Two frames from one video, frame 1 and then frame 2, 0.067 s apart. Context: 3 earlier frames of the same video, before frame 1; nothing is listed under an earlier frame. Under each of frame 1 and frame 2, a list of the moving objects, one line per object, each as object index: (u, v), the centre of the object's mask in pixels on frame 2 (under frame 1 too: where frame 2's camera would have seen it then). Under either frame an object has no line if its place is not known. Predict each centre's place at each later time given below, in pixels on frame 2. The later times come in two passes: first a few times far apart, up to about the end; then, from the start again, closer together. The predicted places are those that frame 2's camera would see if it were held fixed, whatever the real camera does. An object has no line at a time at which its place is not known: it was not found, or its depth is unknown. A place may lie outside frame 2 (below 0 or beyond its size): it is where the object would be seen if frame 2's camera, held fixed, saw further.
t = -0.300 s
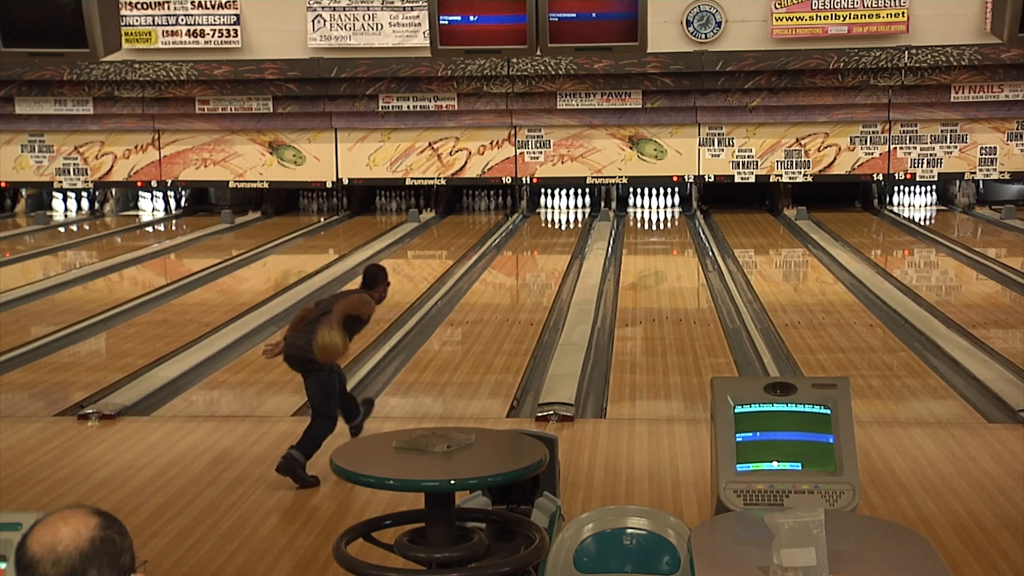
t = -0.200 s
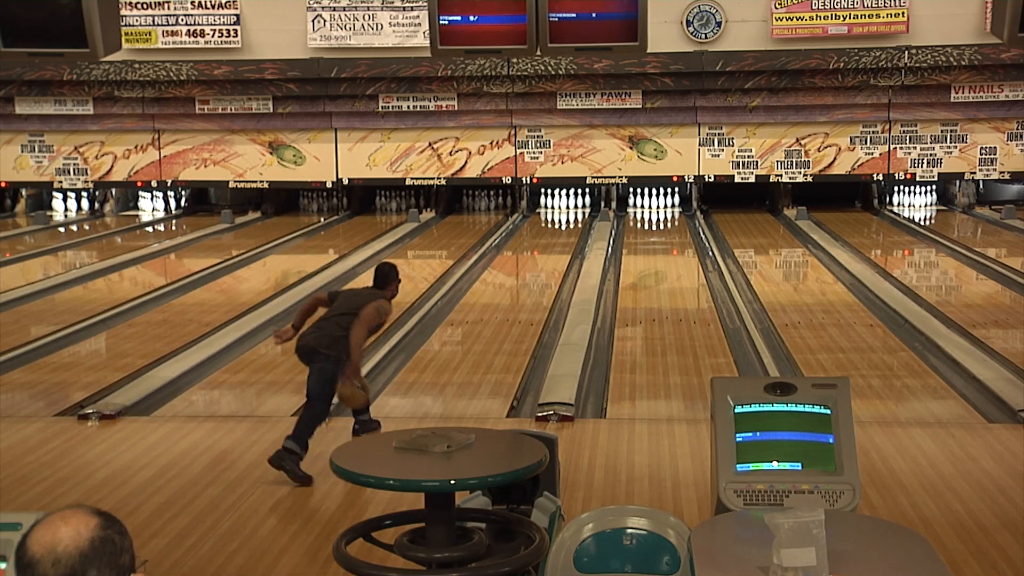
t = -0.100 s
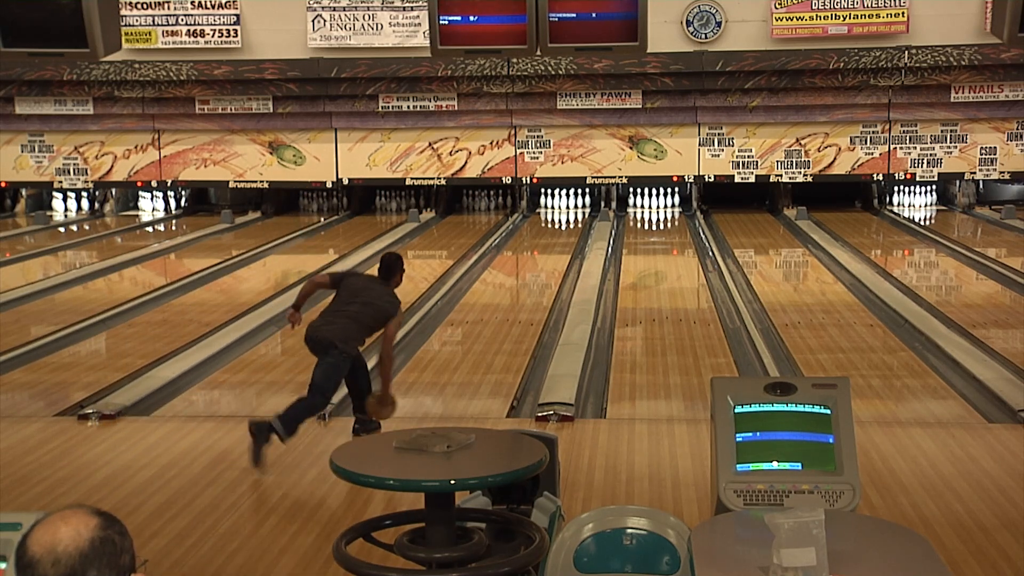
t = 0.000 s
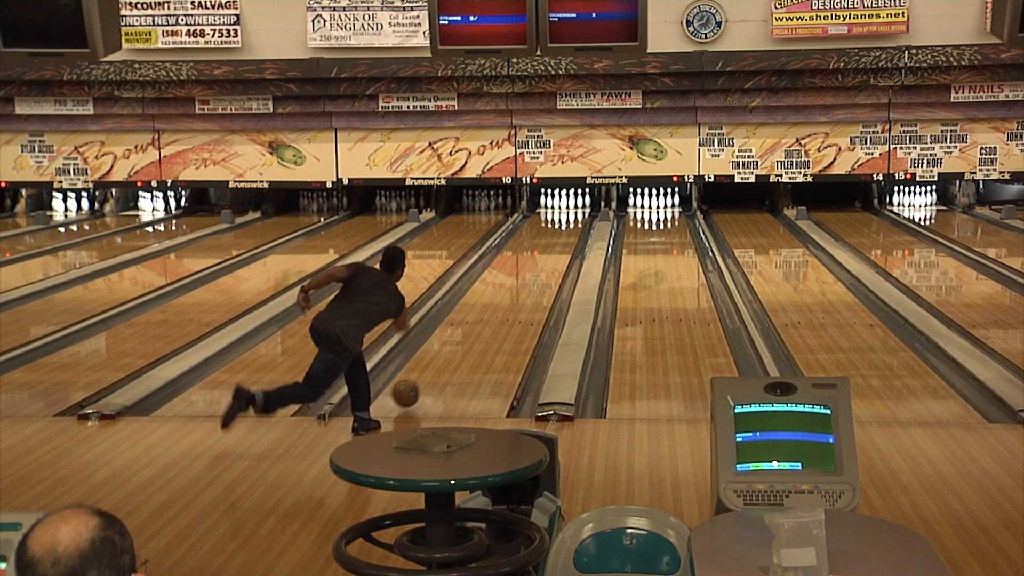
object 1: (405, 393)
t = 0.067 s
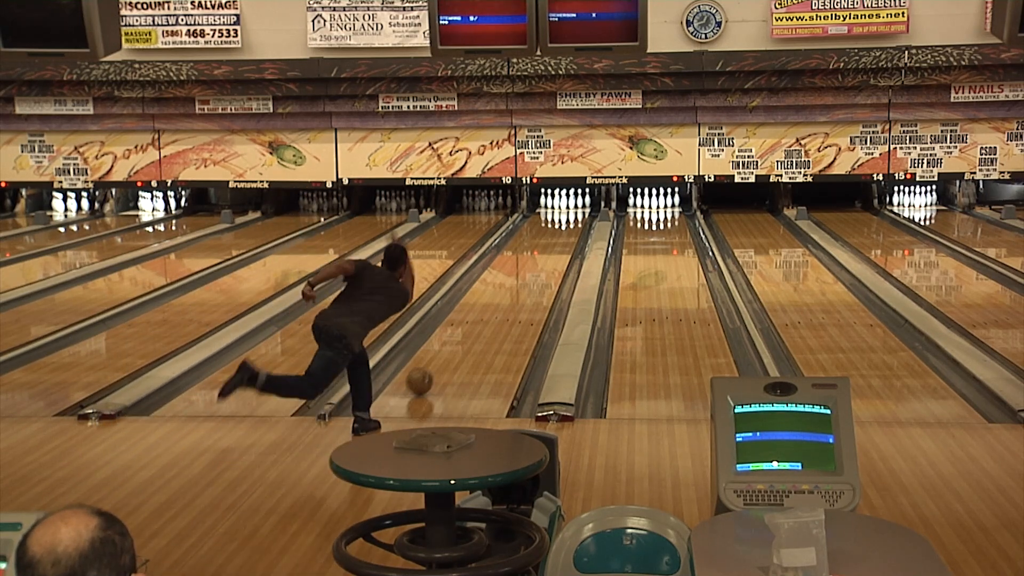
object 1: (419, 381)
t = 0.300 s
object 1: (458, 341)
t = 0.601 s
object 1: (494, 303)
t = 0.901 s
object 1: (520, 274)
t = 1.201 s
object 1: (538, 253)
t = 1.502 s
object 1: (552, 236)
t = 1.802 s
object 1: (558, 223)
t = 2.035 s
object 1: (558, 215)
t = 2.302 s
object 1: (553, 207)
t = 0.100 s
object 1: (426, 375)
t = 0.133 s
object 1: (432, 368)
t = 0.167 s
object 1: (438, 362)
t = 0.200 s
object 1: (443, 356)
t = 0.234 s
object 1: (448, 351)
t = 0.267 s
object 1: (453, 346)
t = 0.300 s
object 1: (458, 341)
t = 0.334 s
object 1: (463, 336)
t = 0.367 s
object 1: (467, 332)
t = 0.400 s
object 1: (472, 328)
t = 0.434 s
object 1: (475, 324)
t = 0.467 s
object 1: (480, 319)
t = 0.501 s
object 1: (484, 315)
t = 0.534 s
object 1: (487, 311)
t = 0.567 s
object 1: (491, 307)
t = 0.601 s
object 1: (494, 303)
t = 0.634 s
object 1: (498, 300)
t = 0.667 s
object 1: (500, 296)
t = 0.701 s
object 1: (504, 293)
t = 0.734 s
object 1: (506, 290)
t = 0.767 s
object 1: (509, 287)
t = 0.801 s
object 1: (512, 283)
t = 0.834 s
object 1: (515, 280)
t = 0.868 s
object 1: (517, 277)
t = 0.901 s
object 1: (520, 274)
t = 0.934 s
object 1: (522, 272)
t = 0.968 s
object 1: (524, 269)
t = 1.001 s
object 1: (526, 267)
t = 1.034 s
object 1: (529, 263)
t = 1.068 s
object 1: (531, 262)
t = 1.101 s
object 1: (533, 259)
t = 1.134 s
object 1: (534, 258)
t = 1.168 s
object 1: (537, 255)
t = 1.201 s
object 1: (538, 253)
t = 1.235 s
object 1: (540, 251)
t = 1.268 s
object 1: (542, 249)
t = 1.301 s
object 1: (543, 248)
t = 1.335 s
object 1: (545, 246)
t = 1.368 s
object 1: (546, 243)
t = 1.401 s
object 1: (548, 242)
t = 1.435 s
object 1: (549, 240)
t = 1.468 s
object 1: (551, 238)
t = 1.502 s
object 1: (552, 236)
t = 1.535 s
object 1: (554, 234)
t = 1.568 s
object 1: (555, 233)
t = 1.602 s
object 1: (555, 232)
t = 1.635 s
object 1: (556, 231)
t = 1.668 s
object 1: (557, 229)
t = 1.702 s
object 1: (557, 229)
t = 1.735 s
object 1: (558, 226)
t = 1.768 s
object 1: (558, 225)
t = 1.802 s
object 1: (558, 223)
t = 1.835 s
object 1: (559, 222)
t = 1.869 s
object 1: (559, 221)
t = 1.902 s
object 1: (559, 219)
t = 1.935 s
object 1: (559, 218)
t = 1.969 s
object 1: (559, 217)
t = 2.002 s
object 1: (558, 216)
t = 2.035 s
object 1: (558, 215)
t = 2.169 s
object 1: (556, 211)
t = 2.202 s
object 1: (555, 210)
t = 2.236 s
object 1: (555, 209)
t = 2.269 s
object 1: (554, 208)
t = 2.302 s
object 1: (553, 207)
